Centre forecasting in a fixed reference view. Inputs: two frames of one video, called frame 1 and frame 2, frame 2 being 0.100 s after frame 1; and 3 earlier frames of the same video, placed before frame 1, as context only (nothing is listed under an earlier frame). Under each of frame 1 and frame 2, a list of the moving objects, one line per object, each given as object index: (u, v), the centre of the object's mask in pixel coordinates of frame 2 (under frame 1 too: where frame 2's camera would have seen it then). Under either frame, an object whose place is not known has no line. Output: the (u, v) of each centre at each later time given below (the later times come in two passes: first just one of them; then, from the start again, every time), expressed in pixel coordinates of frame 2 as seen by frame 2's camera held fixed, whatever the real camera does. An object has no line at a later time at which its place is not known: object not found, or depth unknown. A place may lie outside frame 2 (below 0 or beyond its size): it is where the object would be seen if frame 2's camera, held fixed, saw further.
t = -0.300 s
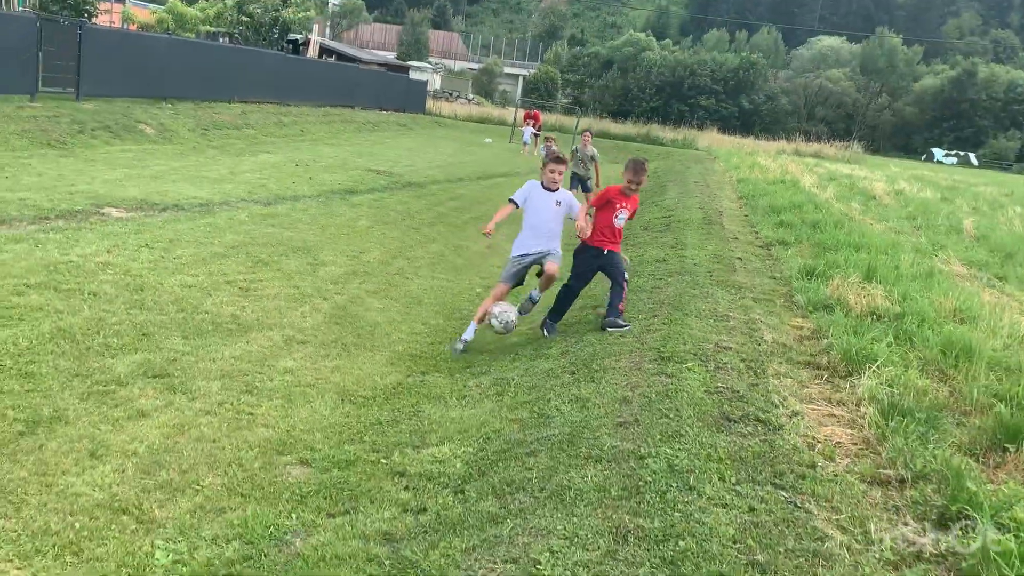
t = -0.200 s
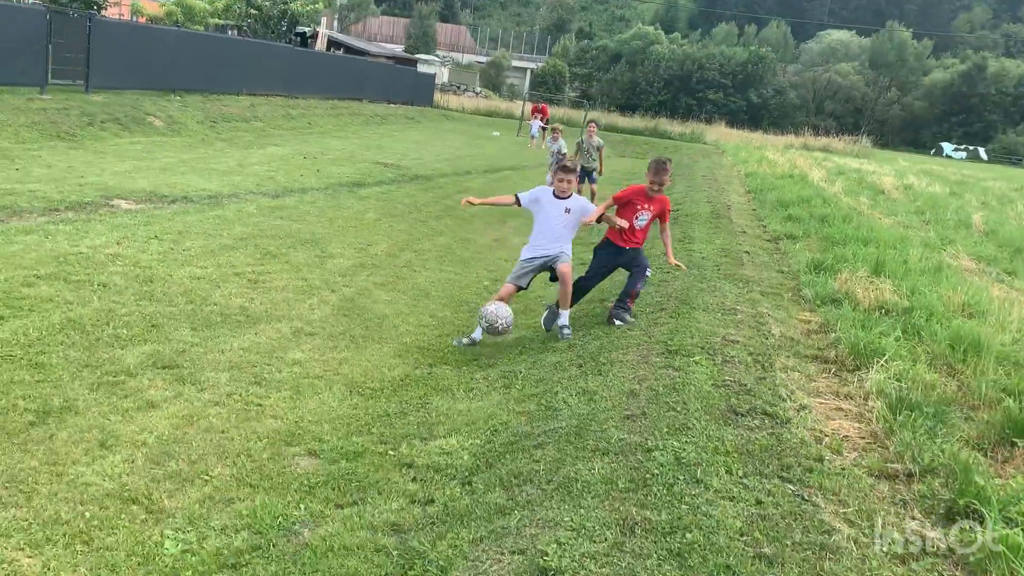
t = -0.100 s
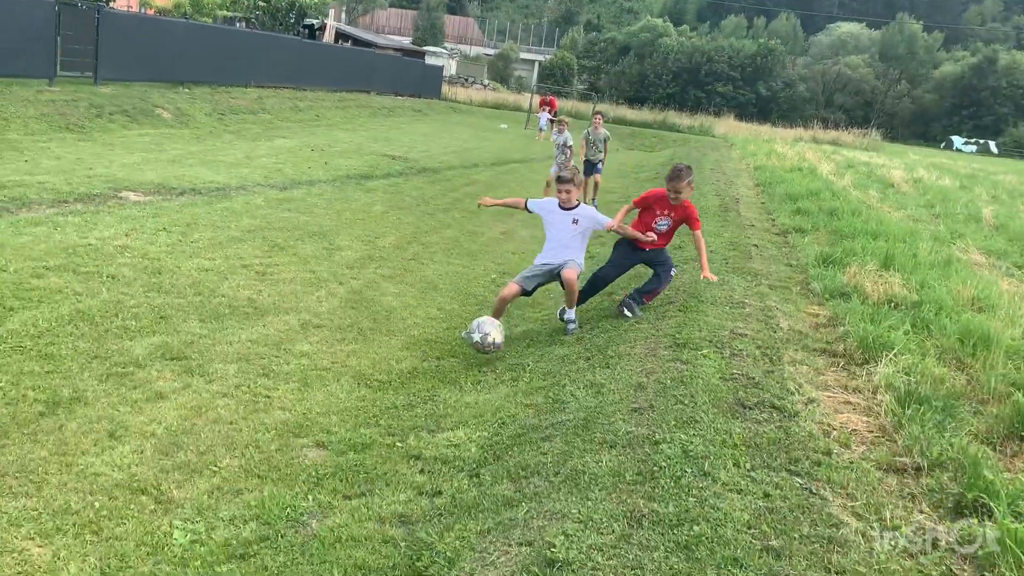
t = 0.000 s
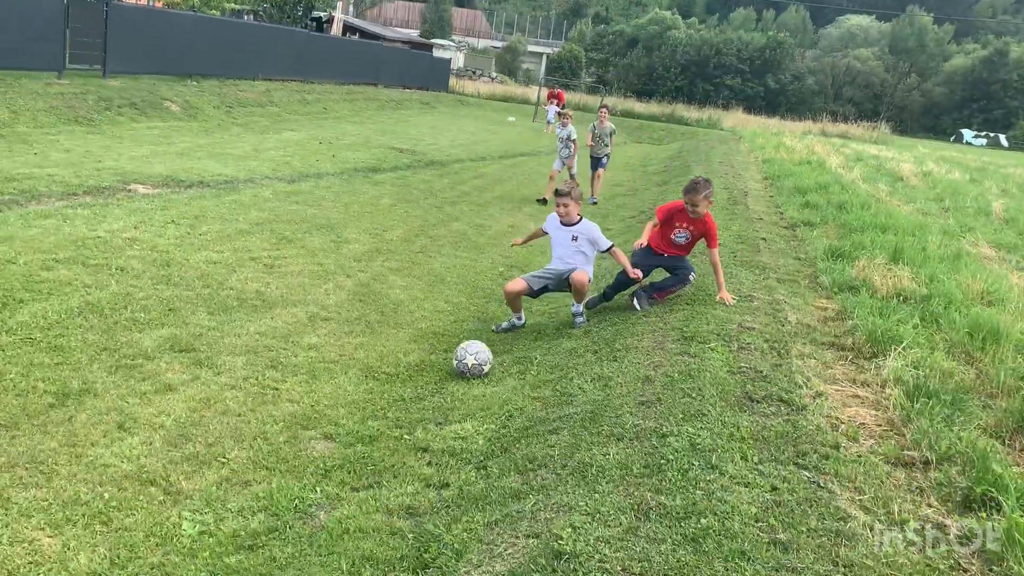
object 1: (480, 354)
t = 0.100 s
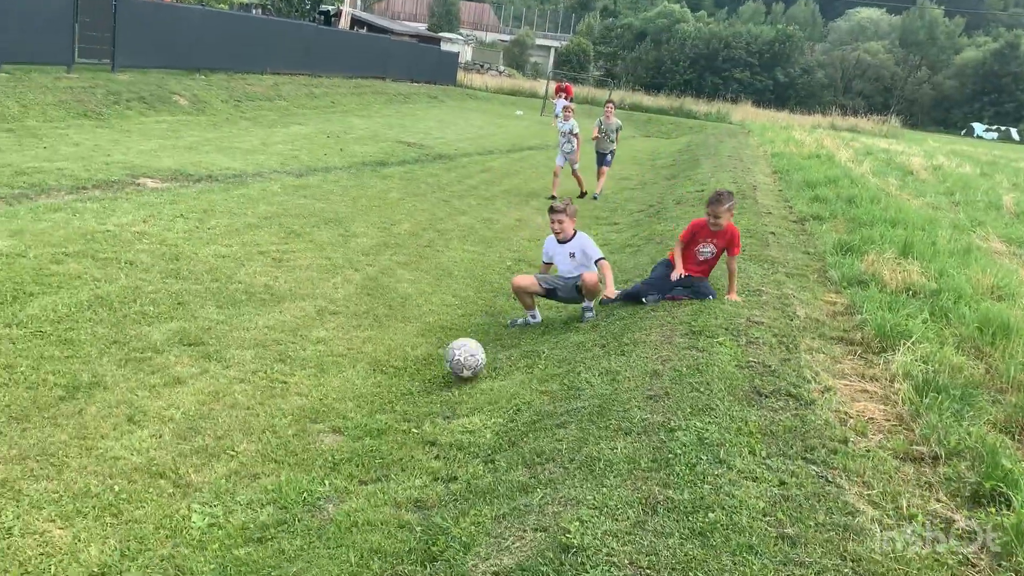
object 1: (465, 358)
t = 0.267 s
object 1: (430, 381)
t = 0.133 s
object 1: (458, 365)
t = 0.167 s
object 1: (452, 372)
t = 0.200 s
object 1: (444, 377)
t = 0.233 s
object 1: (437, 379)
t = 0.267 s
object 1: (430, 381)
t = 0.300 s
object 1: (422, 385)
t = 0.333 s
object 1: (413, 392)
